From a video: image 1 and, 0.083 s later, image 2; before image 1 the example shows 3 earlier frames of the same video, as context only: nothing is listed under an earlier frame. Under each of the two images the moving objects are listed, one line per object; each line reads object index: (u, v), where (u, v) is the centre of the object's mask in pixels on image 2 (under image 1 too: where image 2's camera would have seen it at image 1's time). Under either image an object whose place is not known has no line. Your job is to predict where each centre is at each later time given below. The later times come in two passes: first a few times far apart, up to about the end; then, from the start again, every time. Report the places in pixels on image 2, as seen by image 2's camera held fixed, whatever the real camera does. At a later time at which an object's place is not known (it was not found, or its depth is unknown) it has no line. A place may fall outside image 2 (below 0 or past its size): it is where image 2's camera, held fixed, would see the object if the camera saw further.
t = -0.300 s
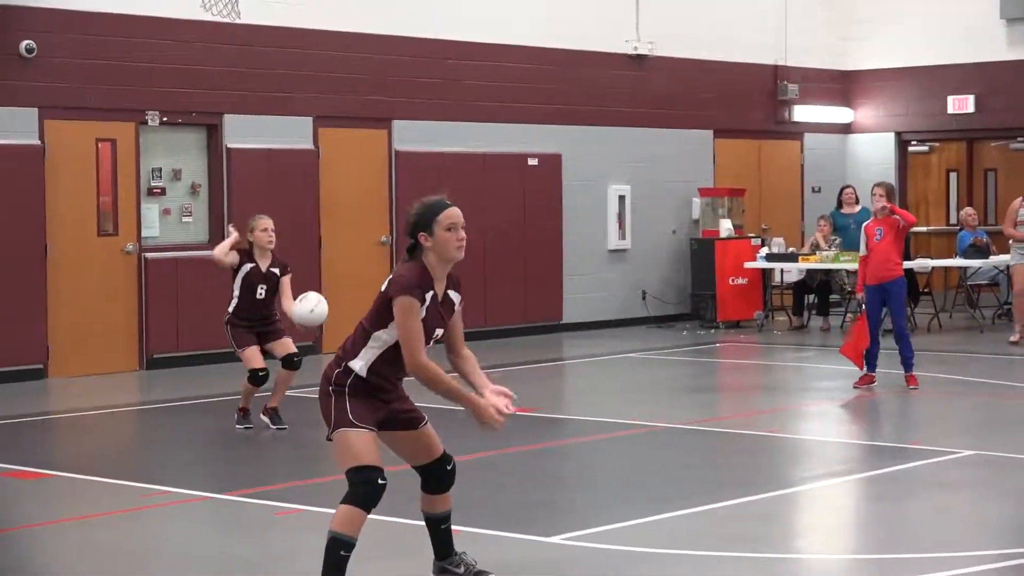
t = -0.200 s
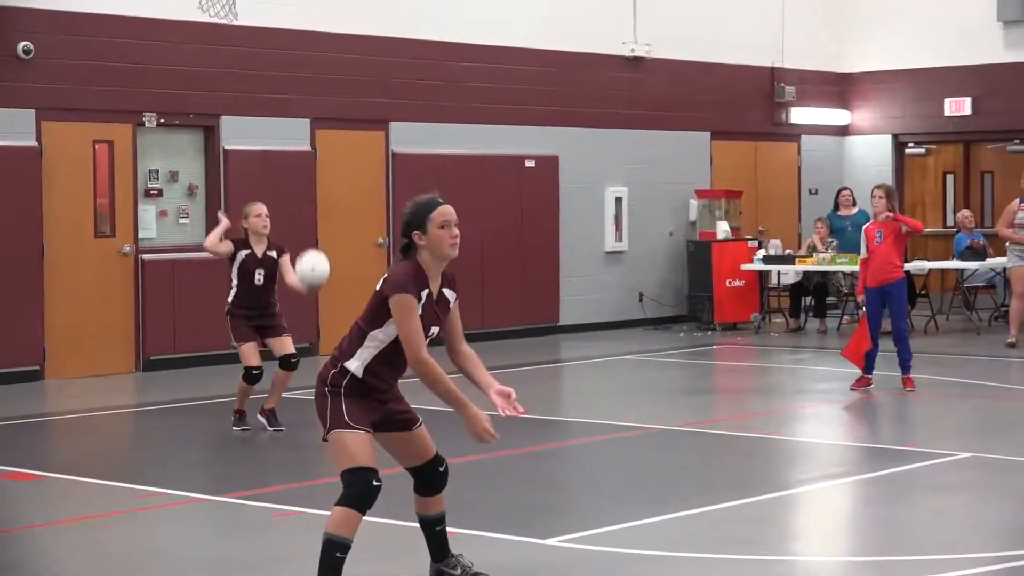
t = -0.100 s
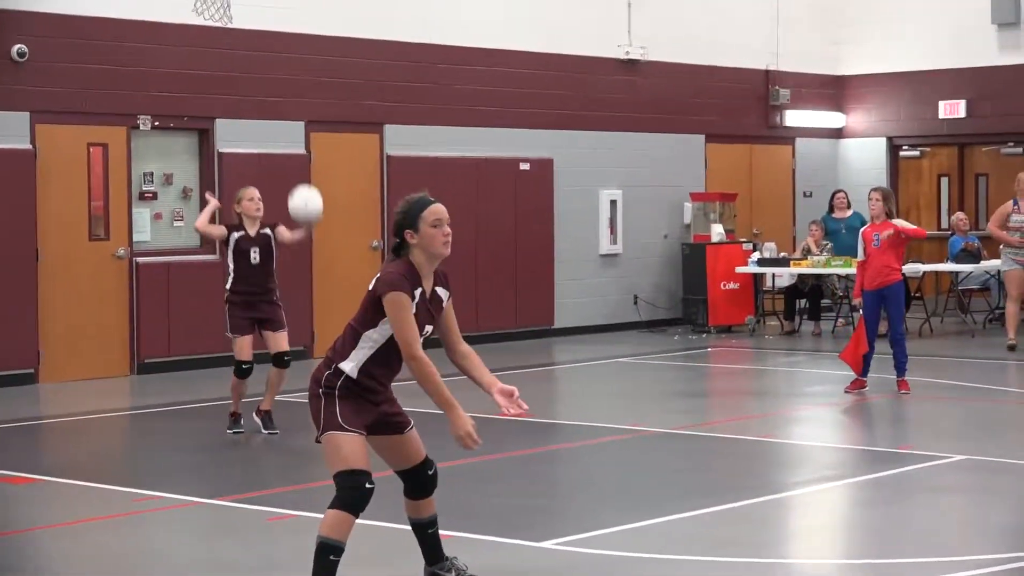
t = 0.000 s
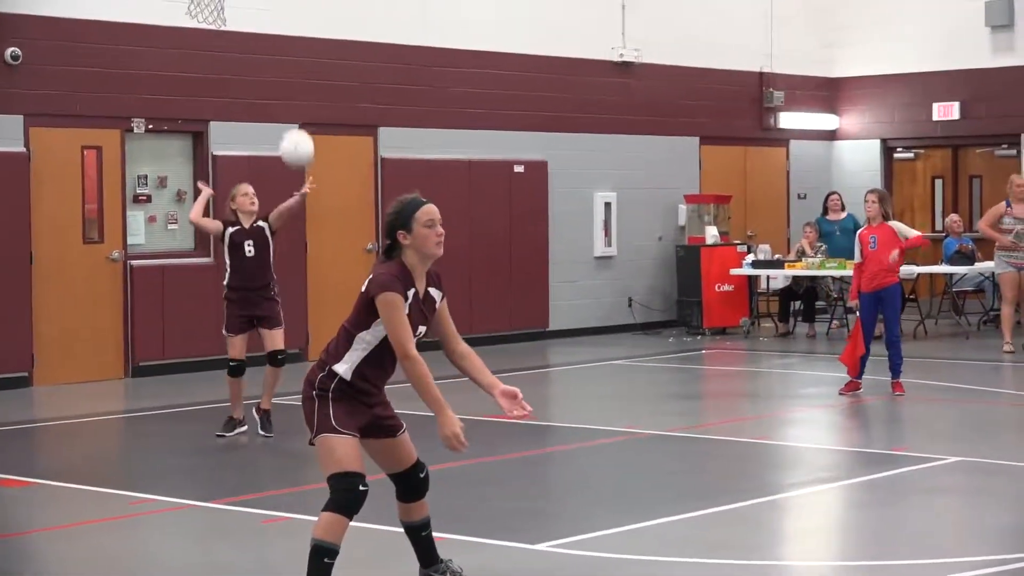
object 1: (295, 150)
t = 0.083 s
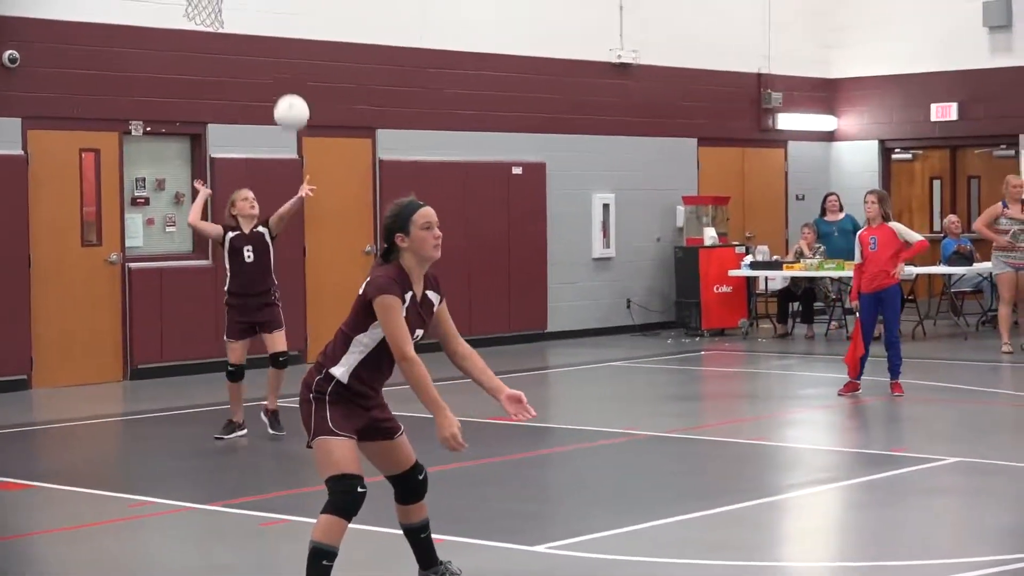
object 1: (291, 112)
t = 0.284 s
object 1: (285, 69)
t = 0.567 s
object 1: (279, 116)
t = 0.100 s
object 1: (291, 106)
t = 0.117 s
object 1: (290, 101)
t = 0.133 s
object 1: (290, 96)
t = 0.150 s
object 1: (289, 91)
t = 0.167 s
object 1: (289, 87)
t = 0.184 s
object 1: (288, 83)
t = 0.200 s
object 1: (288, 80)
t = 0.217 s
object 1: (287, 77)
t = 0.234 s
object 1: (286, 75)
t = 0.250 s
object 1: (286, 73)
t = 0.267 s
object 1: (285, 71)
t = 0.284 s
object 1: (285, 69)
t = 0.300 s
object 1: (285, 69)
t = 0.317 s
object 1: (284, 68)
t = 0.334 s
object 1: (284, 69)
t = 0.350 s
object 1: (283, 69)
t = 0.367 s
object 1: (283, 70)
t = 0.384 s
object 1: (282, 72)
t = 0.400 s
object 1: (282, 73)
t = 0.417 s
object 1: (281, 76)
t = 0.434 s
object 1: (281, 79)
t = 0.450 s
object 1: (280, 82)
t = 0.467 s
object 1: (280, 86)
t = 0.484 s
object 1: (280, 90)
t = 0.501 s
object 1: (280, 94)
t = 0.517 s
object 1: (279, 99)
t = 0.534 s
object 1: (279, 105)
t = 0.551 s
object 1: (279, 110)
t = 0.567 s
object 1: (279, 116)
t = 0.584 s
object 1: (279, 122)
